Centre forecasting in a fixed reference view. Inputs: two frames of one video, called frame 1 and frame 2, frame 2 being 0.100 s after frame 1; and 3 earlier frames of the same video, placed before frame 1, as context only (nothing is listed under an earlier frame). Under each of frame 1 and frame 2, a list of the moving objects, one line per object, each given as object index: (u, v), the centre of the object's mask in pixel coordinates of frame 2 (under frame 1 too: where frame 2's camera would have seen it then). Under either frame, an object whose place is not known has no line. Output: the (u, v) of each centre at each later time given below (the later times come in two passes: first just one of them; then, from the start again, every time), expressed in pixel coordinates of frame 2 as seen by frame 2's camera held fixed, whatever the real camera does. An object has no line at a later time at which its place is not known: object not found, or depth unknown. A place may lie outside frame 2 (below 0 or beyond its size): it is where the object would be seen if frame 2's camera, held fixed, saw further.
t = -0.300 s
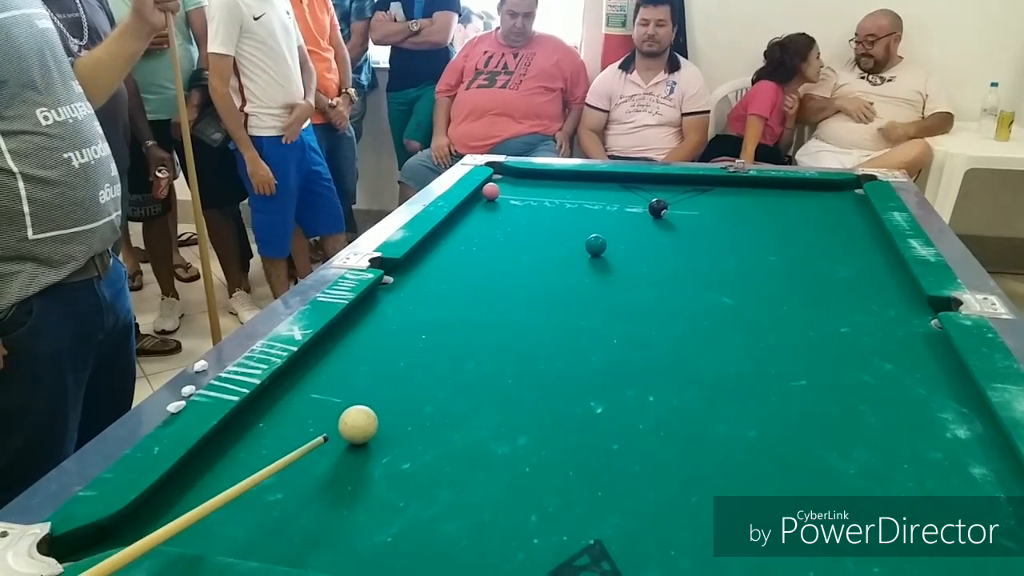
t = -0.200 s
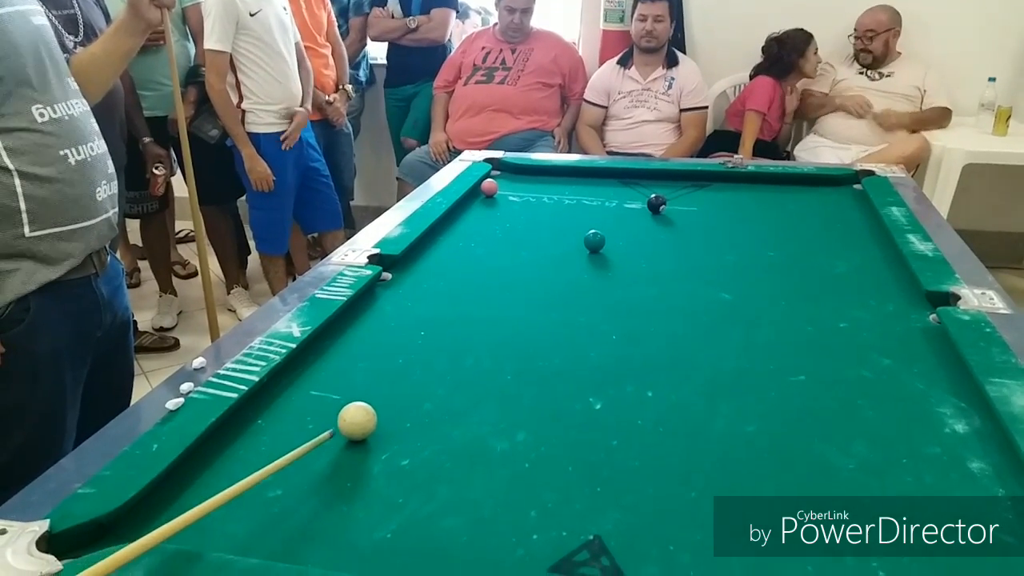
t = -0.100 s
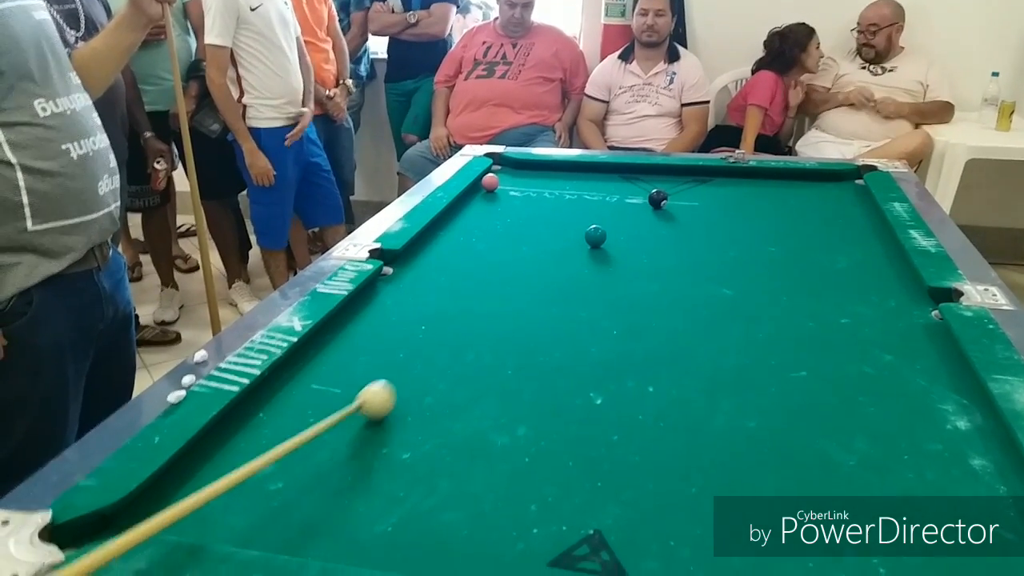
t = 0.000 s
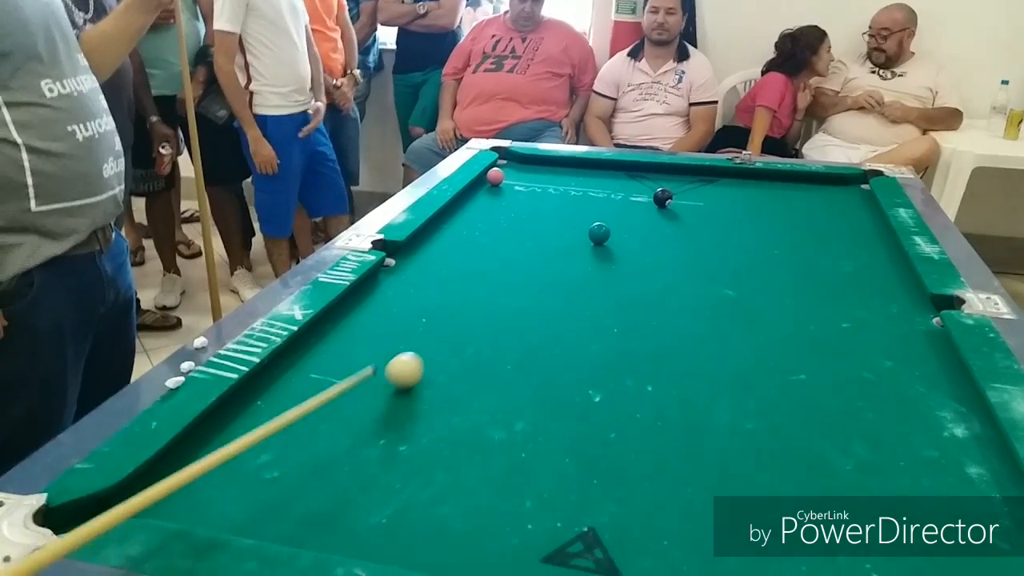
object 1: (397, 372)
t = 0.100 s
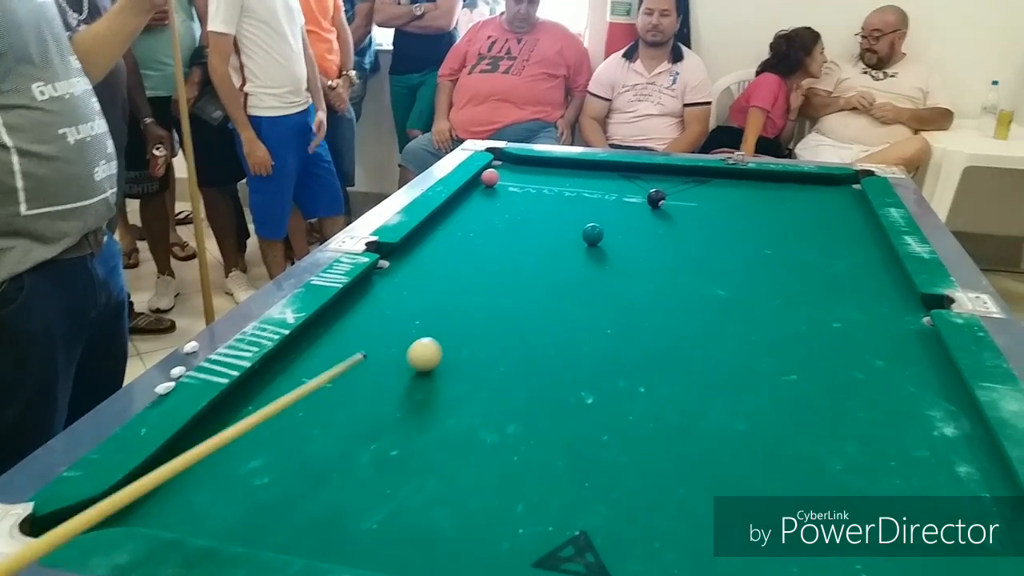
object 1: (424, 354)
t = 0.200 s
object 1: (449, 336)
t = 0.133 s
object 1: (433, 348)
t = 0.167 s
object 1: (441, 342)
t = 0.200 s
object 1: (449, 336)
